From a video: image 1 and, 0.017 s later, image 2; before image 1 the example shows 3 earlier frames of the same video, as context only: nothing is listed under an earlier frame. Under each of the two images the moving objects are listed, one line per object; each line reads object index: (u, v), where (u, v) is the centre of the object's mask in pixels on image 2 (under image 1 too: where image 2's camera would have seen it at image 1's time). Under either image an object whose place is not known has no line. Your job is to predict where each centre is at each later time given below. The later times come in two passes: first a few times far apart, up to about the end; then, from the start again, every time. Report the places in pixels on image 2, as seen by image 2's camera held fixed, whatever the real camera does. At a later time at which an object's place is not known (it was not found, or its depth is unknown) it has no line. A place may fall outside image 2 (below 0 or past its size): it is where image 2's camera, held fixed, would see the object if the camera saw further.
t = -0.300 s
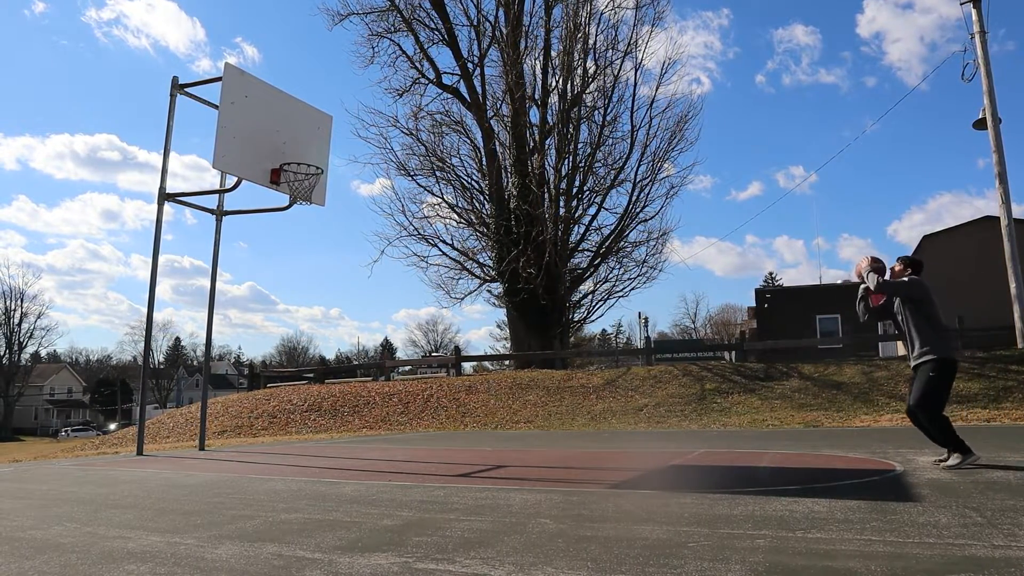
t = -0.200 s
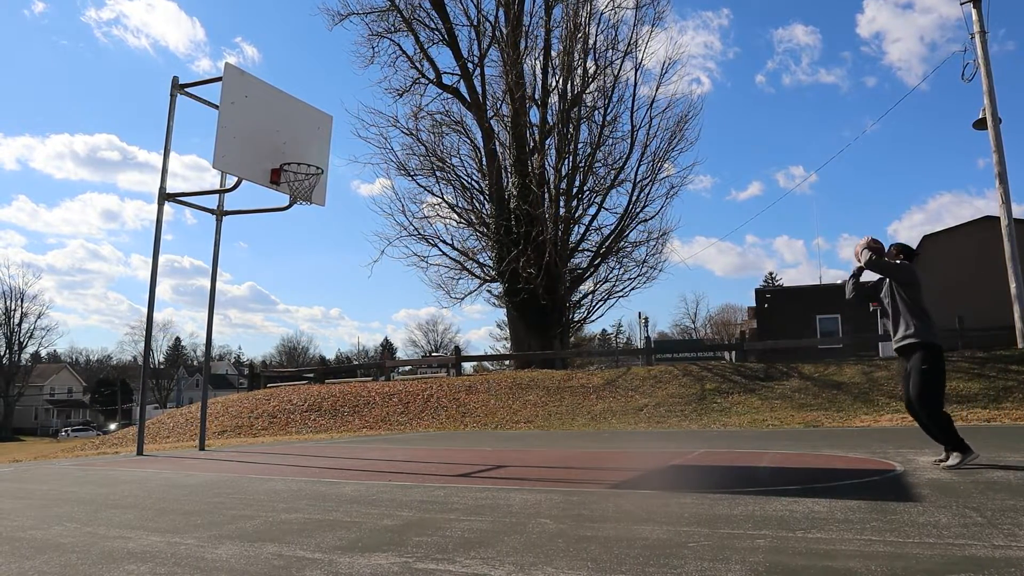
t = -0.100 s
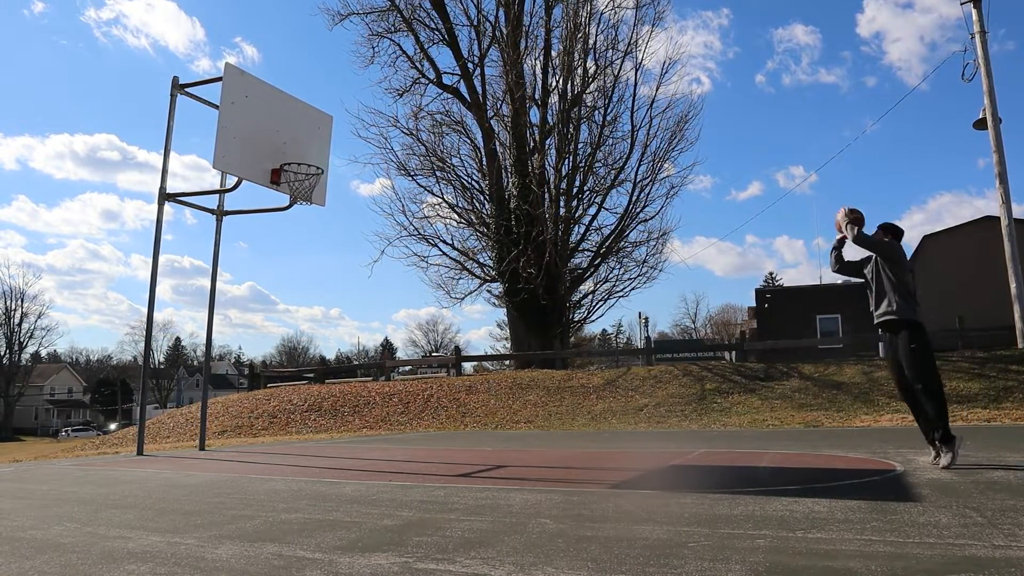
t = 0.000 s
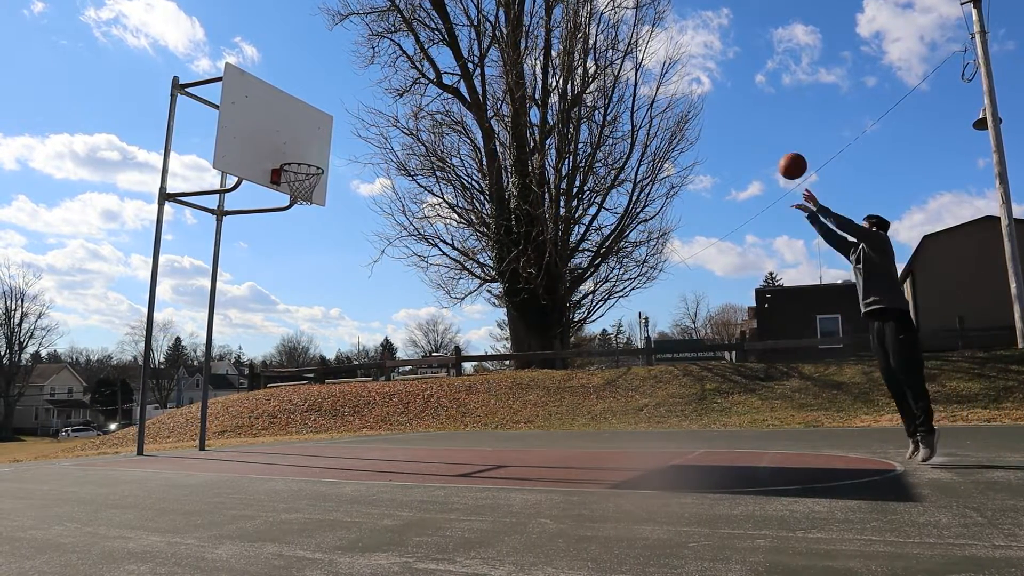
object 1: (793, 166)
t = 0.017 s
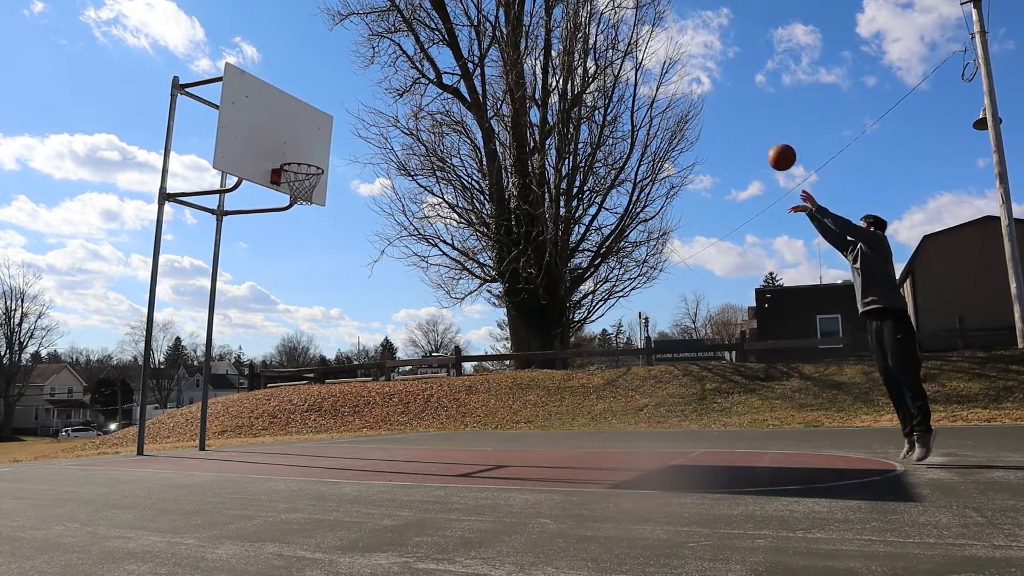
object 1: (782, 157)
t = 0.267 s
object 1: (640, 69)
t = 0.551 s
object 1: (503, 50)
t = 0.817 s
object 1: (396, 95)
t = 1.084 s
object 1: (309, 154)
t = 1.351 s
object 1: (297, 140)
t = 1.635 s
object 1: (305, 155)
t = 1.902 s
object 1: (304, 185)
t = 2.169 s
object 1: (300, 201)
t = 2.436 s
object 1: (309, 247)
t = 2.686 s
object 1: (316, 348)
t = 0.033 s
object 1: (771, 148)
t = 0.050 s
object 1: (761, 141)
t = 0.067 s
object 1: (751, 133)
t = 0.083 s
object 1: (741, 126)
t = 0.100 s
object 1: (731, 119)
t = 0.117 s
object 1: (721, 112)
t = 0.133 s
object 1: (712, 106)
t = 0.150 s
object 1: (703, 100)
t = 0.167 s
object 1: (694, 95)
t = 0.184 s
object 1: (685, 90)
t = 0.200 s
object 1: (674, 84)
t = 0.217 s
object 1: (666, 80)
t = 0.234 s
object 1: (657, 76)
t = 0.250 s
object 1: (648, 72)
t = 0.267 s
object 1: (640, 69)
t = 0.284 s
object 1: (631, 65)
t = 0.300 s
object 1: (622, 62)
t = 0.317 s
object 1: (614, 60)
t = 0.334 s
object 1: (606, 57)
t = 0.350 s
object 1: (597, 55)
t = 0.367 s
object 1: (589, 53)
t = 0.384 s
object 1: (581, 51)
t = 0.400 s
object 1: (573, 50)
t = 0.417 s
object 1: (565, 50)
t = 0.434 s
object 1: (557, 49)
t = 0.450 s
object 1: (550, 48)
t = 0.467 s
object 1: (541, 48)
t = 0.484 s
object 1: (534, 48)
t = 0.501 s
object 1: (526, 48)
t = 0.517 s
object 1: (519, 48)
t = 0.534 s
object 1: (511, 49)
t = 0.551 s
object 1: (503, 50)
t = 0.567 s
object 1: (498, 51)
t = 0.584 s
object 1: (491, 52)
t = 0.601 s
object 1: (483, 54)
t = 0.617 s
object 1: (476, 56)
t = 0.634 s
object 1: (469, 58)
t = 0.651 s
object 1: (462, 59)
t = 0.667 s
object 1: (454, 63)
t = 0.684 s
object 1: (449, 65)
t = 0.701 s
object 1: (441, 68)
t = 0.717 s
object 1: (435, 71)
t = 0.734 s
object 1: (429, 75)
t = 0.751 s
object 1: (422, 78)
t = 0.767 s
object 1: (415, 82)
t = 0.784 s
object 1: (409, 86)
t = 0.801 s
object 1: (402, 90)
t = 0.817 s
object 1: (396, 95)
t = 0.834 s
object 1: (390, 99)
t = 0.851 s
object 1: (383, 104)
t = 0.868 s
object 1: (377, 109)
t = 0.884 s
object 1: (370, 114)
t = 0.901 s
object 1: (364, 120)
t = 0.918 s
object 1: (358, 126)
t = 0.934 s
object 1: (352, 131)
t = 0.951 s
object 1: (346, 137)
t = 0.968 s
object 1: (340, 144)
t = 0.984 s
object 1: (333, 150)
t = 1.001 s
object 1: (327, 157)
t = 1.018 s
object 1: (322, 163)
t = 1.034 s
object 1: (319, 161)
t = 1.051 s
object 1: (316, 158)
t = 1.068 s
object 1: (312, 156)
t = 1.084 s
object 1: (309, 154)
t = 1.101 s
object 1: (306, 153)
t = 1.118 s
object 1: (302, 152)
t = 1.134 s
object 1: (299, 150)
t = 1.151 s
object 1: (296, 149)
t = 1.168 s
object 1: (292, 148)
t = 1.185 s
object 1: (289, 148)
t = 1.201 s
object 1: (290, 146)
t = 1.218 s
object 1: (290, 145)
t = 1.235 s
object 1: (292, 143)
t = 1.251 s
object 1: (293, 142)
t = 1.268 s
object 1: (293, 141)
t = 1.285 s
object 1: (294, 141)
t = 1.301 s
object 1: (295, 140)
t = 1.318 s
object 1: (296, 140)
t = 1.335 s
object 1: (296, 140)
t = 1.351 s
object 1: (297, 140)
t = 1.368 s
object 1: (298, 141)
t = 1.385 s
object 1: (299, 141)
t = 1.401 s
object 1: (299, 142)
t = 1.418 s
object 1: (300, 143)
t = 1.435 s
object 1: (301, 145)
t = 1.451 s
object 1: (302, 147)
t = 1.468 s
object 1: (302, 148)
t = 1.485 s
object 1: (303, 150)
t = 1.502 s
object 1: (304, 153)
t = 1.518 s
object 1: (305, 155)
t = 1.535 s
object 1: (305, 156)
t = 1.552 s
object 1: (305, 156)
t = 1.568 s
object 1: (305, 155)
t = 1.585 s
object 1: (305, 155)
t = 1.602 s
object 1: (305, 155)
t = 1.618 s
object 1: (305, 155)
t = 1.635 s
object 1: (305, 155)
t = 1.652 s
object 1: (305, 156)
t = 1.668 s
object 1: (305, 157)
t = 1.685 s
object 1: (305, 158)
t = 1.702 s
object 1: (305, 160)
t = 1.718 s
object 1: (305, 161)
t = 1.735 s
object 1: (305, 163)
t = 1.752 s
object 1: (305, 165)
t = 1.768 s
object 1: (305, 168)
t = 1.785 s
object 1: (305, 170)
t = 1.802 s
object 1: (305, 173)
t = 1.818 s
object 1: (305, 175)
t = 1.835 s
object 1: (305, 178)
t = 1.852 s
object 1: (305, 180)
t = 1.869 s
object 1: (304, 182)
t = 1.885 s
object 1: (303, 184)
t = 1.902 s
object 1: (304, 185)
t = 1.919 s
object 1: (303, 186)
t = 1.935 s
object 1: (302, 188)
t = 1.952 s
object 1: (302, 188)
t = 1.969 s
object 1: (302, 189)
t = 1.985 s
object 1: (301, 189)
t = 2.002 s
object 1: (300, 190)
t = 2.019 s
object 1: (300, 191)
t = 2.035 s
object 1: (299, 193)
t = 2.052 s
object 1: (299, 193)
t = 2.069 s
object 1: (299, 195)
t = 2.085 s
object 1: (299, 195)
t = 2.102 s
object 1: (299, 194)
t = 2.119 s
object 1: (299, 197)
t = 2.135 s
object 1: (299, 197)
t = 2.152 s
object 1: (300, 198)
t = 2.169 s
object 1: (300, 201)
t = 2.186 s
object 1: (301, 202)
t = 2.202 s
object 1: (301, 205)
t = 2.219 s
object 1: (302, 206)
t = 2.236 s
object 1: (302, 207)
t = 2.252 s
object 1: (303, 209)
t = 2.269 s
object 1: (304, 211)
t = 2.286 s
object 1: (304, 214)
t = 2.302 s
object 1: (305, 216)
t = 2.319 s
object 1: (305, 219)
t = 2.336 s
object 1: (306, 222)
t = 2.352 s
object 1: (306, 226)
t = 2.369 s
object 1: (307, 230)
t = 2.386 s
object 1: (307, 233)
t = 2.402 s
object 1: (308, 238)
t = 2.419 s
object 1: (309, 242)
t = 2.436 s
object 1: (309, 247)
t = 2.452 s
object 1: (309, 252)
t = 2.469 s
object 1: (310, 257)
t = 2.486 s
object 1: (310, 262)
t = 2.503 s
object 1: (311, 268)
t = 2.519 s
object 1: (311, 274)
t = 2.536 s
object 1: (312, 280)
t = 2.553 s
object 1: (312, 287)
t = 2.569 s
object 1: (313, 293)
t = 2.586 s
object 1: (313, 300)
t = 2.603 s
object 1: (313, 308)
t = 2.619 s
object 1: (314, 315)
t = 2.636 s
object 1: (314, 323)
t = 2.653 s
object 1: (315, 332)
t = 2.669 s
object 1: (315, 340)
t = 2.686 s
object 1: (316, 348)
